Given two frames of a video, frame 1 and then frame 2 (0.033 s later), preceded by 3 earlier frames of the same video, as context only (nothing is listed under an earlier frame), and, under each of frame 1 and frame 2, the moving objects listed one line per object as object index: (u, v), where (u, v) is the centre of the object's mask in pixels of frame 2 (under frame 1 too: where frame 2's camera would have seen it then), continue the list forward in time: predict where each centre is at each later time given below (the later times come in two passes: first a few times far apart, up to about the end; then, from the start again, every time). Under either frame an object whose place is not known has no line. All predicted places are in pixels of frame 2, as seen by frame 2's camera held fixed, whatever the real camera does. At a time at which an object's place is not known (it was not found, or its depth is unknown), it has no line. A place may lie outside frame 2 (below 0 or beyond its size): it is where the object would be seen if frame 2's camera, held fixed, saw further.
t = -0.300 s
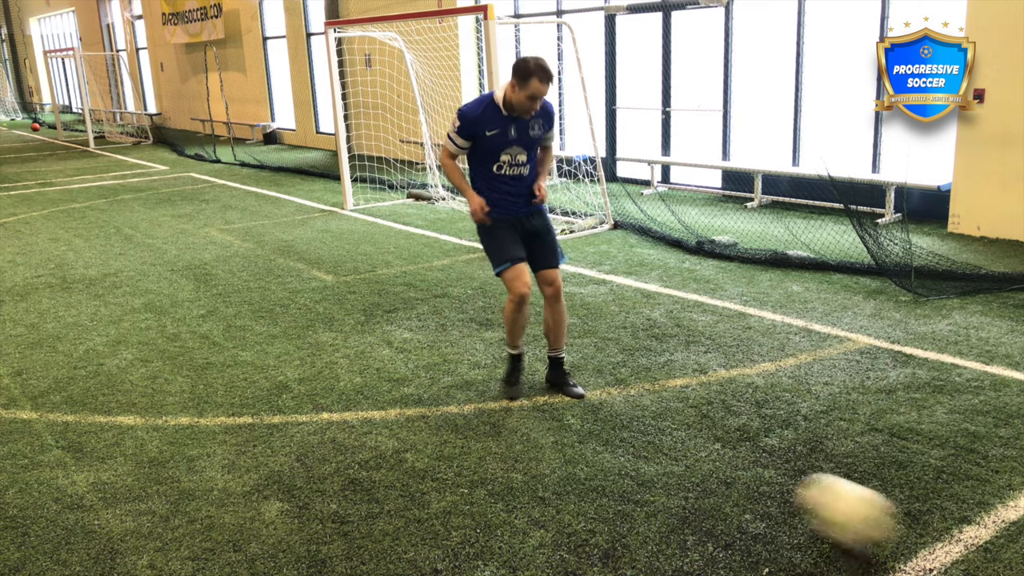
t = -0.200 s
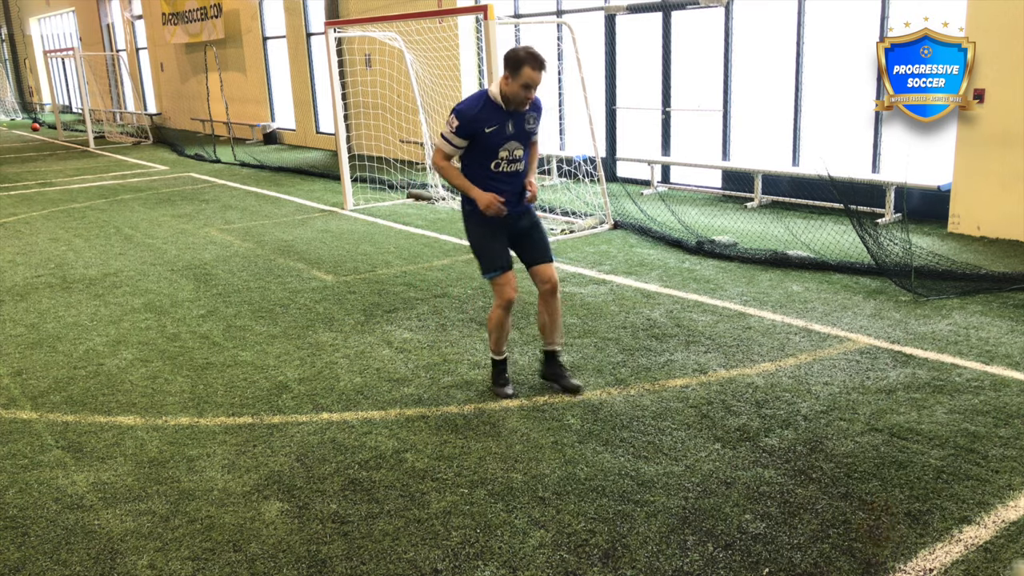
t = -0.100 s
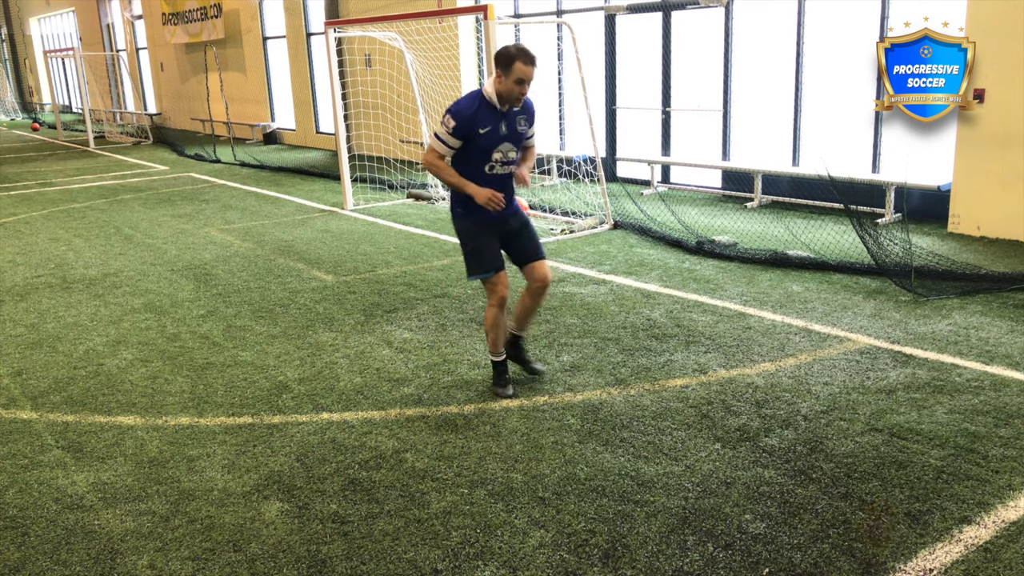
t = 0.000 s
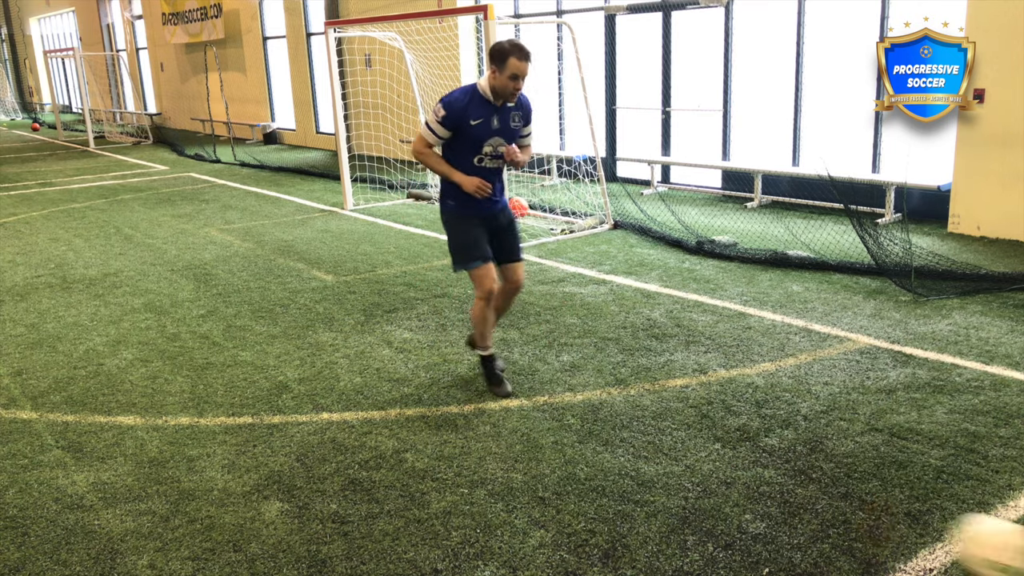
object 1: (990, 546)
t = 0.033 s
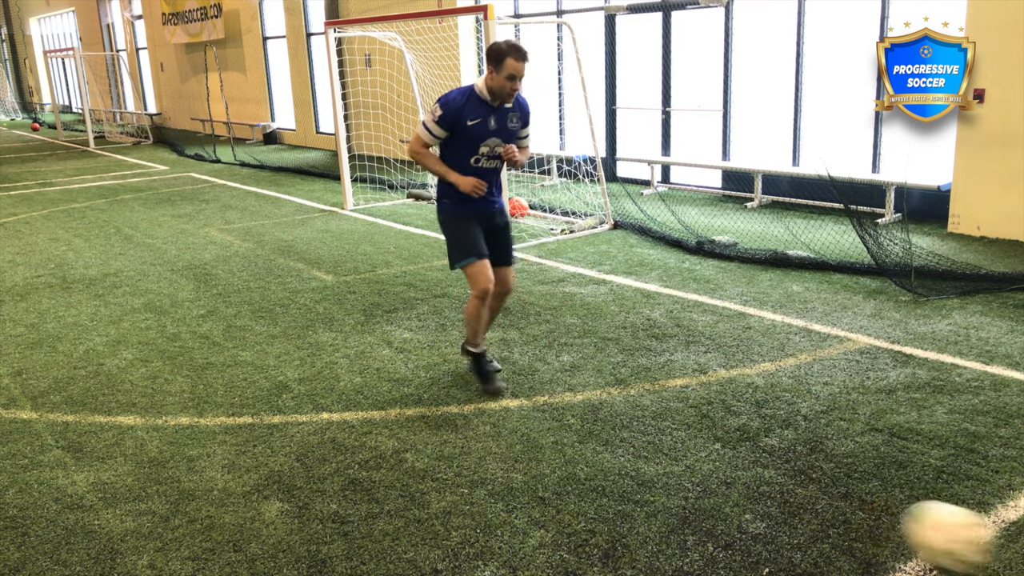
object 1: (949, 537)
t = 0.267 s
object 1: (745, 463)
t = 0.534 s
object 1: (640, 417)
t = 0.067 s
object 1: (903, 525)
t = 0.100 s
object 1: (867, 516)
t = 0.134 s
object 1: (839, 500)
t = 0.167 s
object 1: (814, 486)
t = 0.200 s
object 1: (789, 476)
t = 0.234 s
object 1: (765, 469)
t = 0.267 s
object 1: (745, 463)
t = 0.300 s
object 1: (730, 454)
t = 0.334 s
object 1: (715, 446)
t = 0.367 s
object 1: (700, 441)
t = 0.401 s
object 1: (687, 439)
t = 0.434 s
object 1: (674, 432)
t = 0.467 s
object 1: (663, 425)
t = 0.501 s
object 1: (651, 420)
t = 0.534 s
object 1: (640, 417)
